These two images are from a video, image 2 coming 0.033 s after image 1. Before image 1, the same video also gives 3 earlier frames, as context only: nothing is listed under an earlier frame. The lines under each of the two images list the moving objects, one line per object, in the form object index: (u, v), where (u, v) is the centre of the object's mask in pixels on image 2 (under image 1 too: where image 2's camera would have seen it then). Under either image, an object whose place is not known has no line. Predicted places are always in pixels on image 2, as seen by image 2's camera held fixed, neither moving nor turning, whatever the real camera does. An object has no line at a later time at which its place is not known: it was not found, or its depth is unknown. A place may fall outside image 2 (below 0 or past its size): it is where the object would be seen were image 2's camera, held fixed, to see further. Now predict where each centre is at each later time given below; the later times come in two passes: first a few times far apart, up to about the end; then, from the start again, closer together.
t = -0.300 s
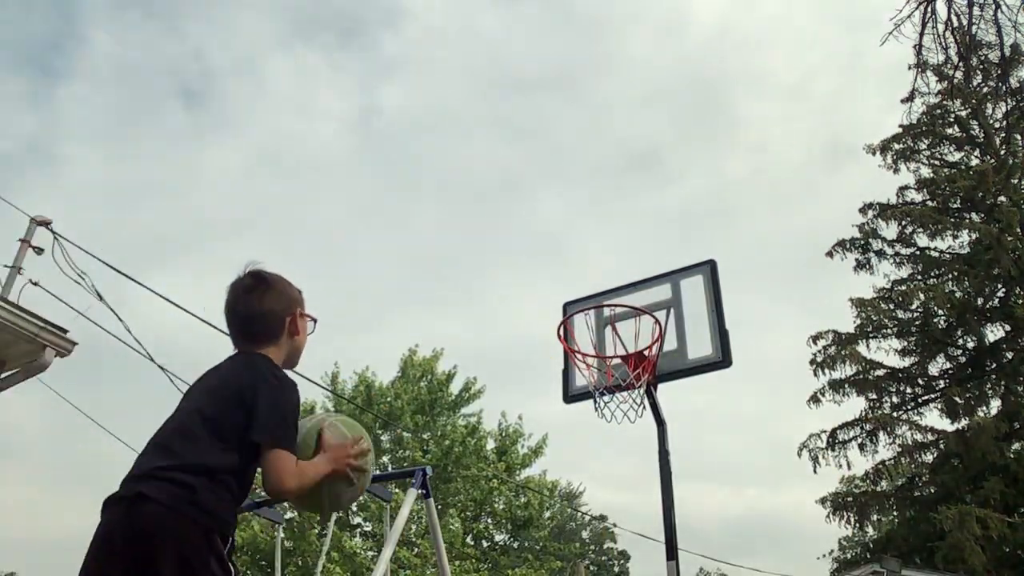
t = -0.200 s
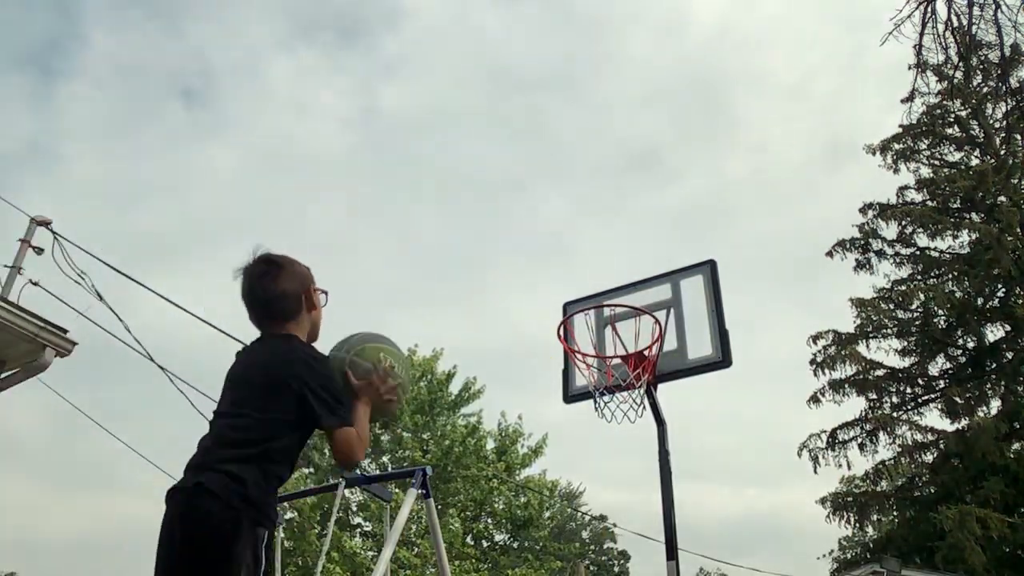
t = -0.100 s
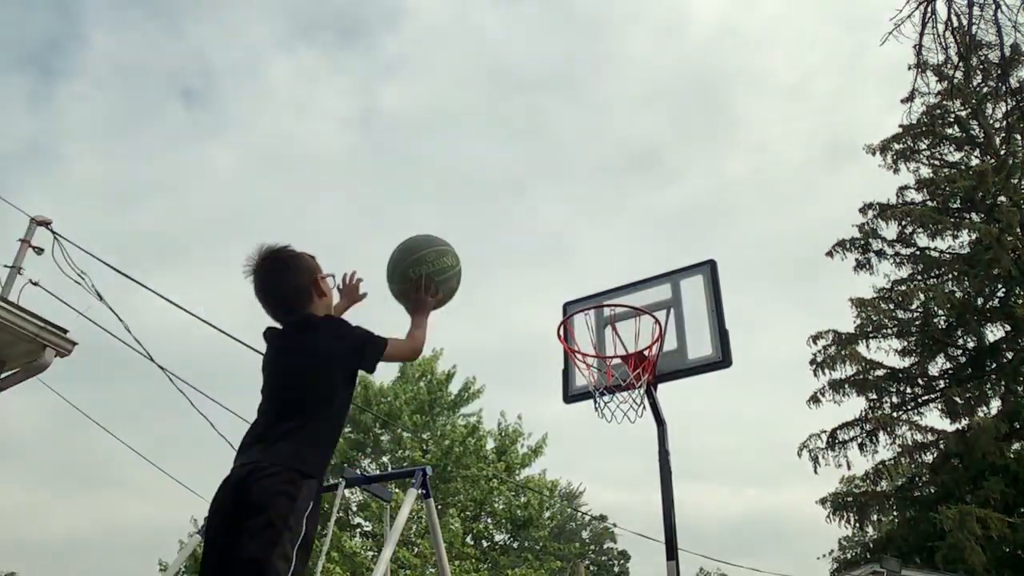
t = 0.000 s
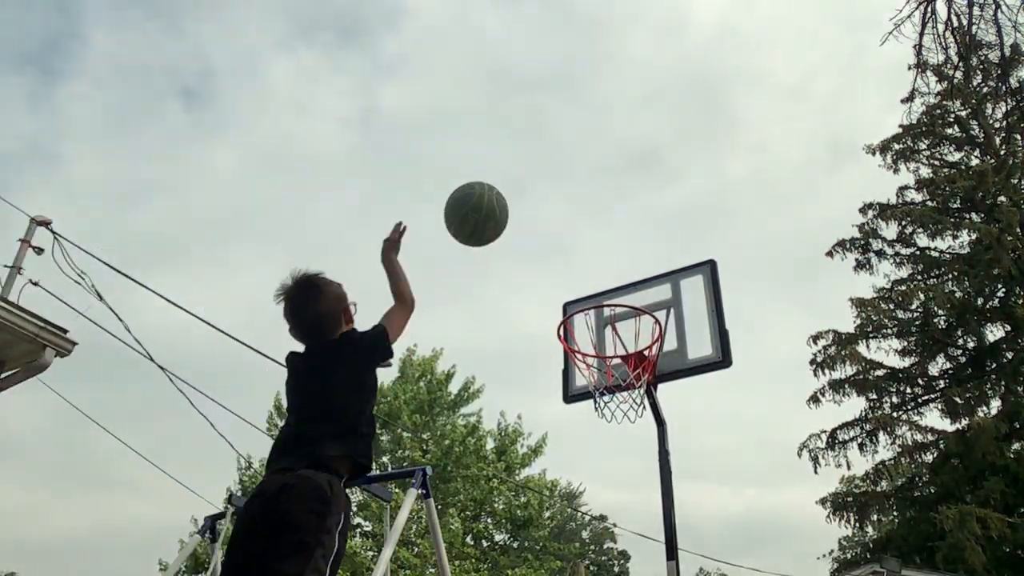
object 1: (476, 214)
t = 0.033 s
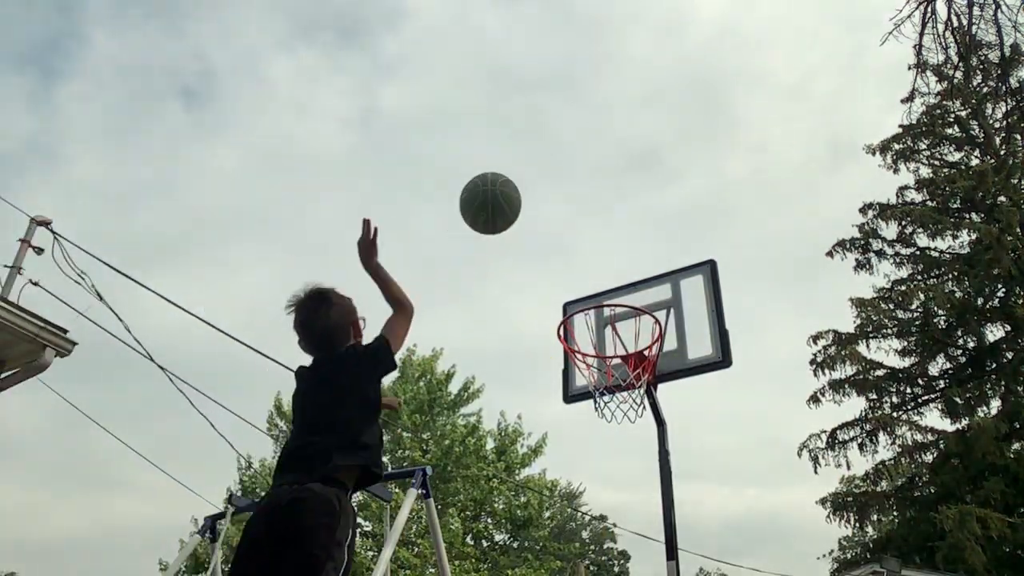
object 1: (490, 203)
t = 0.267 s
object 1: (565, 199)
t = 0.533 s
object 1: (627, 299)
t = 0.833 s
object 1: (614, 297)
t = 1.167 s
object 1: (576, 402)
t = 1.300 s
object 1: (564, 492)
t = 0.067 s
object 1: (503, 196)
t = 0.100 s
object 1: (515, 191)
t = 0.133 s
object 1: (526, 188)
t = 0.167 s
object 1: (536, 188)
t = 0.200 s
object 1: (546, 190)
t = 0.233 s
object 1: (555, 194)
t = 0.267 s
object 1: (565, 199)
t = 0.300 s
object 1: (573, 207)
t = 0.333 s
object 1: (581, 215)
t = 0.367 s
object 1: (589, 226)
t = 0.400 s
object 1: (597, 238)
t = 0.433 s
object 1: (605, 251)
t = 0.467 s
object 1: (613, 266)
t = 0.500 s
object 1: (620, 282)
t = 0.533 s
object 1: (627, 299)
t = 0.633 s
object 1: (641, 320)
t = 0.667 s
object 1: (637, 312)
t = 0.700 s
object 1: (632, 305)
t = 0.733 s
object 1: (628, 300)
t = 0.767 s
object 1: (623, 298)
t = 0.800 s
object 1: (618, 296)
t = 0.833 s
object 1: (614, 297)
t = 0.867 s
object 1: (610, 299)
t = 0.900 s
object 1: (606, 303)
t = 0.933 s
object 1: (602, 309)
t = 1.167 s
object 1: (576, 402)
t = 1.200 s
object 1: (573, 420)
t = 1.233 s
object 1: (570, 441)
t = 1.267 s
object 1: (568, 465)
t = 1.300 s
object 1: (564, 492)
